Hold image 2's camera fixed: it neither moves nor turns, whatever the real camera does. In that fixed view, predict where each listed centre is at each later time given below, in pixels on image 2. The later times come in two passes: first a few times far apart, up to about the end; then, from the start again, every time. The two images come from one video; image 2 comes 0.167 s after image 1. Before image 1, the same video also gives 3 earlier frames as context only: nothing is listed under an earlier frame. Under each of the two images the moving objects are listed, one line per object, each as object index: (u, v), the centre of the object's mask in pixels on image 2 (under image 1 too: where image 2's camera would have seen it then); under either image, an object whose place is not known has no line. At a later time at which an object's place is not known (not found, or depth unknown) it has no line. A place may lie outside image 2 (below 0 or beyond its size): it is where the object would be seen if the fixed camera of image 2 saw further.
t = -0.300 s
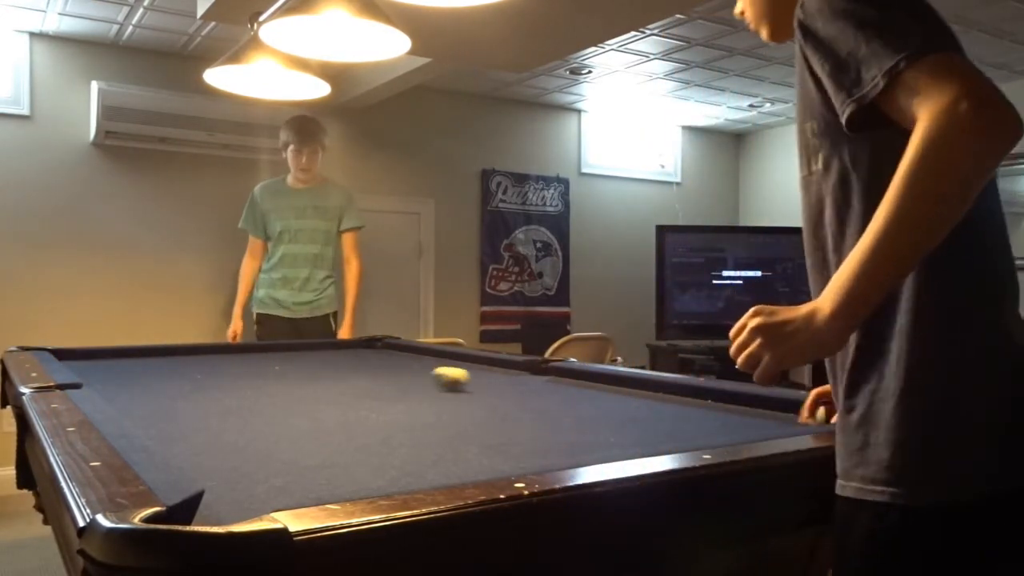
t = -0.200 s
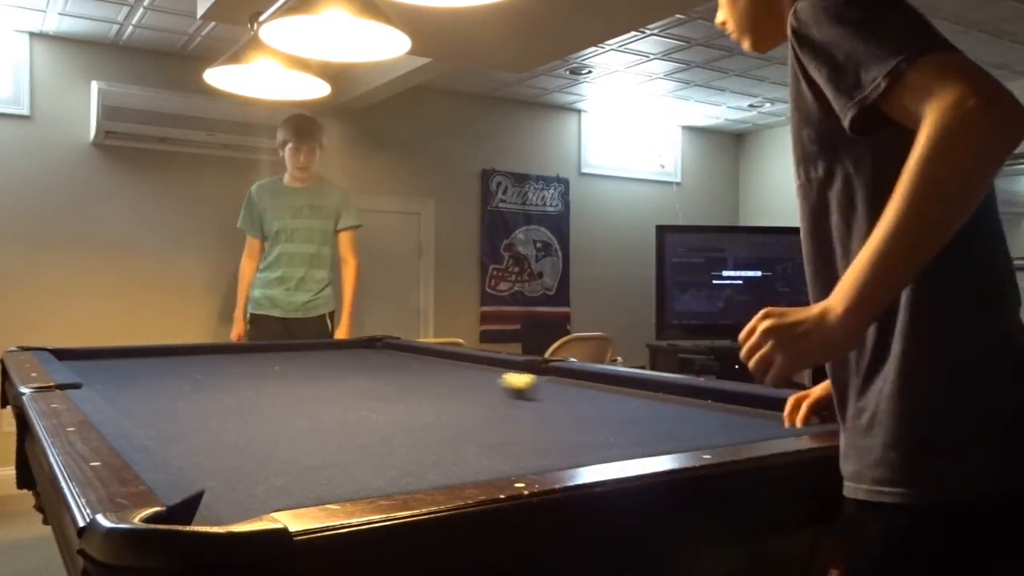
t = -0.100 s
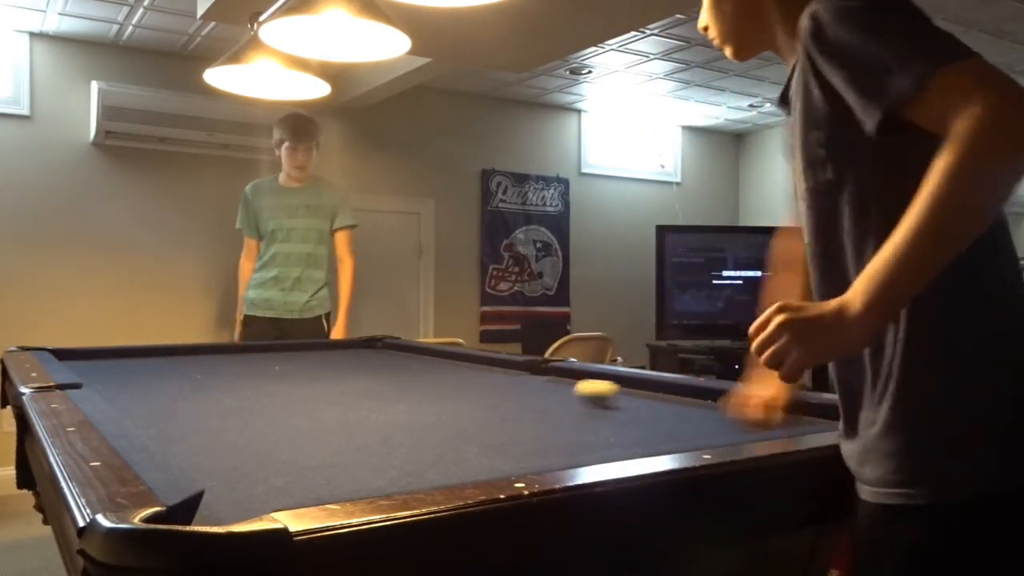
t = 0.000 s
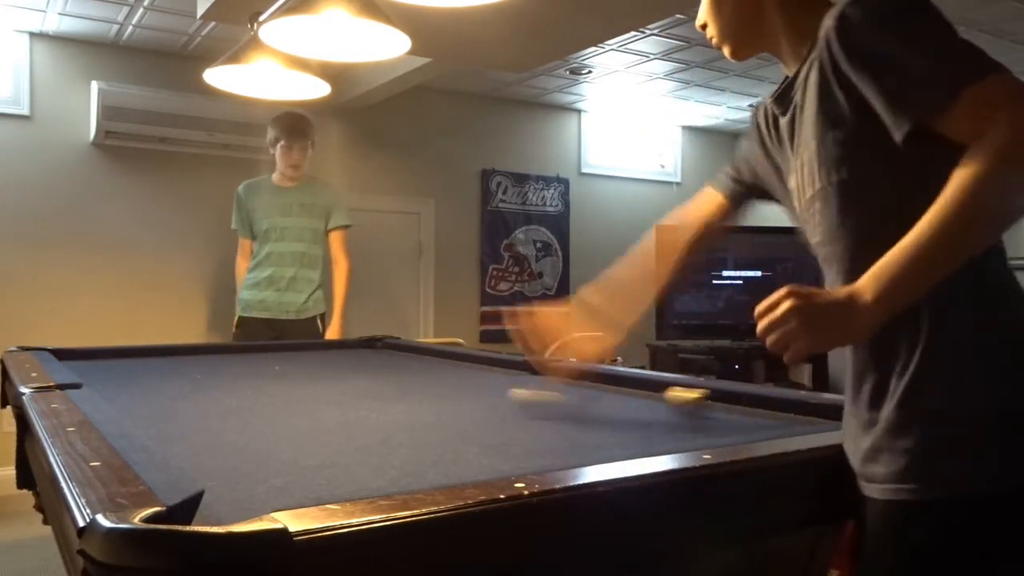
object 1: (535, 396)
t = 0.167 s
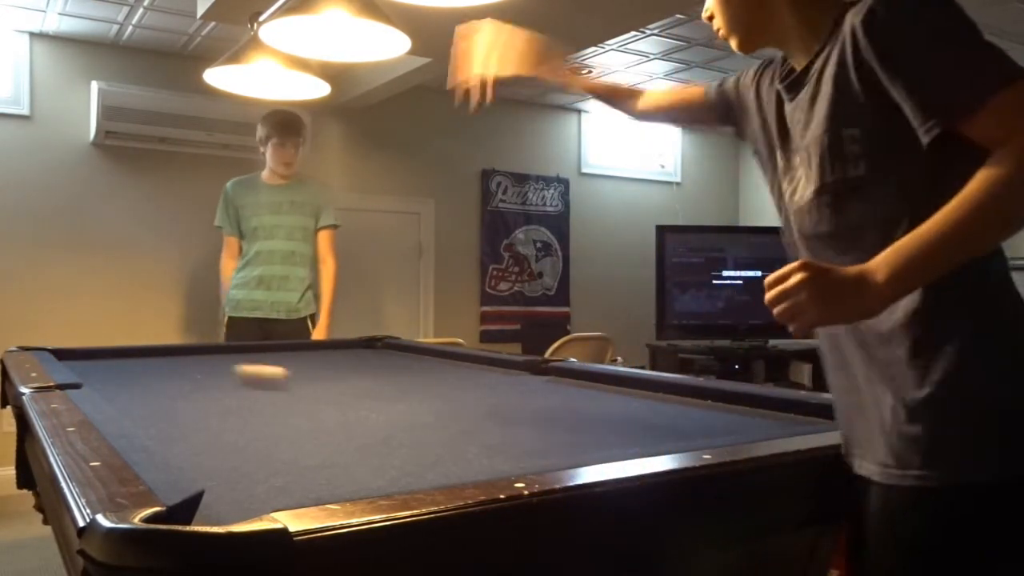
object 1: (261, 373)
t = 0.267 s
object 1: (149, 365)
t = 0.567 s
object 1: (101, 362)
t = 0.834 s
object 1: (138, 384)
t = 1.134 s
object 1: (181, 421)
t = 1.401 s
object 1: (255, 485)
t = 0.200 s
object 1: (219, 369)
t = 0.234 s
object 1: (182, 367)
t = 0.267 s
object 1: (149, 365)
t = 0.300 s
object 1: (117, 361)
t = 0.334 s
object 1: (85, 356)
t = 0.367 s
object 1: (66, 354)
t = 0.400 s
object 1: (70, 352)
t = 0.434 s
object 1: (80, 352)
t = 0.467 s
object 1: (85, 355)
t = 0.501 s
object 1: (91, 357)
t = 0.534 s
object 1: (94, 359)
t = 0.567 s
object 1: (101, 362)
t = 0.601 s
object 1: (105, 364)
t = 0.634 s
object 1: (110, 367)
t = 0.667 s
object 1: (115, 369)
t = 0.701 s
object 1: (121, 372)
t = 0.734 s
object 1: (124, 374)
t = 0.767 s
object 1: (130, 378)
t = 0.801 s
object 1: (134, 381)
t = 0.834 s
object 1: (138, 384)
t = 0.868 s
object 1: (142, 387)
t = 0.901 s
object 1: (146, 390)
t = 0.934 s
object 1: (150, 394)
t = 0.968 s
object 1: (155, 397)
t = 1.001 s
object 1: (159, 402)
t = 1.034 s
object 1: (163, 406)
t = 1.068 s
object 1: (169, 411)
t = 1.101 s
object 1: (174, 415)
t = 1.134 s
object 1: (181, 421)
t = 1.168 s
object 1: (187, 427)
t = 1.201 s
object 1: (194, 433)
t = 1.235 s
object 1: (202, 439)
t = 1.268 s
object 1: (210, 447)
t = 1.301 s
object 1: (220, 455)
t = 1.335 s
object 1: (231, 465)
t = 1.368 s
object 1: (242, 474)
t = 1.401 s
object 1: (255, 485)
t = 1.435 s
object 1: (267, 491)
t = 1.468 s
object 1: (265, 493)
